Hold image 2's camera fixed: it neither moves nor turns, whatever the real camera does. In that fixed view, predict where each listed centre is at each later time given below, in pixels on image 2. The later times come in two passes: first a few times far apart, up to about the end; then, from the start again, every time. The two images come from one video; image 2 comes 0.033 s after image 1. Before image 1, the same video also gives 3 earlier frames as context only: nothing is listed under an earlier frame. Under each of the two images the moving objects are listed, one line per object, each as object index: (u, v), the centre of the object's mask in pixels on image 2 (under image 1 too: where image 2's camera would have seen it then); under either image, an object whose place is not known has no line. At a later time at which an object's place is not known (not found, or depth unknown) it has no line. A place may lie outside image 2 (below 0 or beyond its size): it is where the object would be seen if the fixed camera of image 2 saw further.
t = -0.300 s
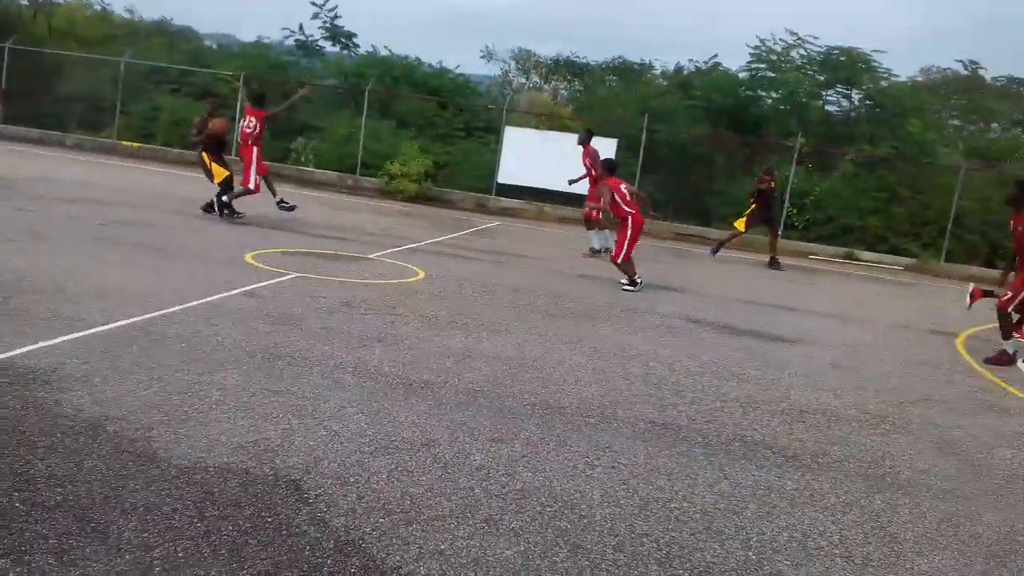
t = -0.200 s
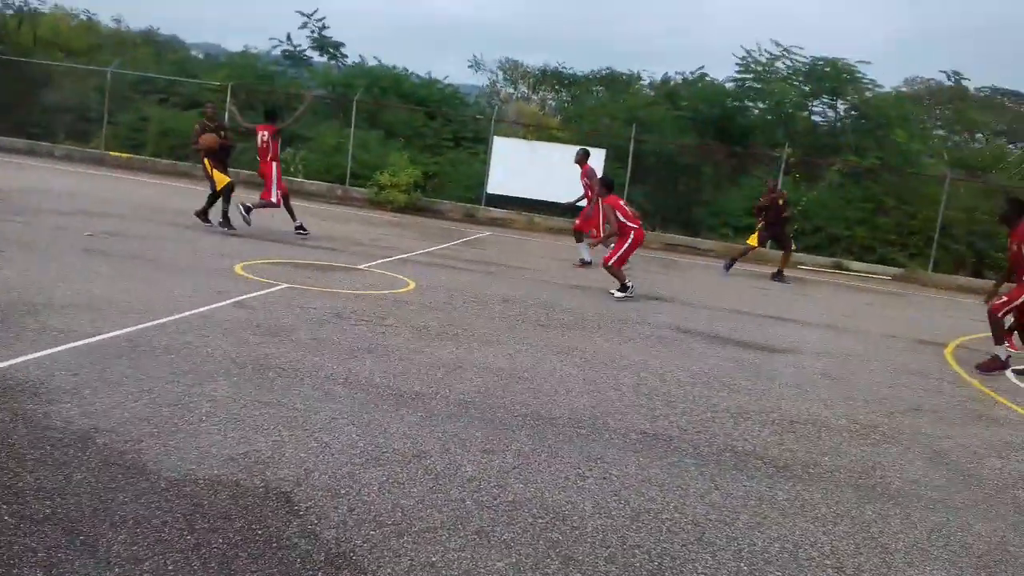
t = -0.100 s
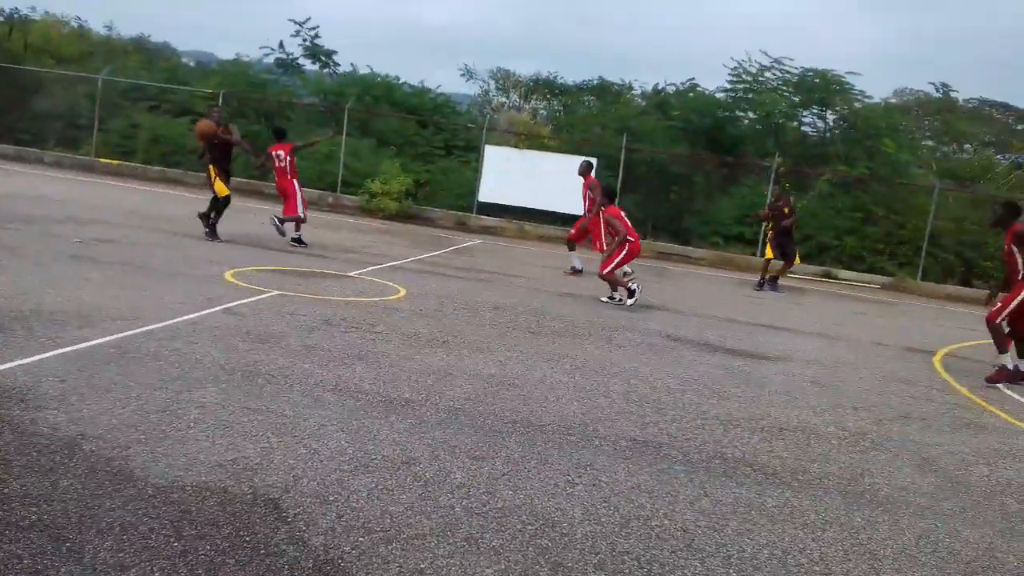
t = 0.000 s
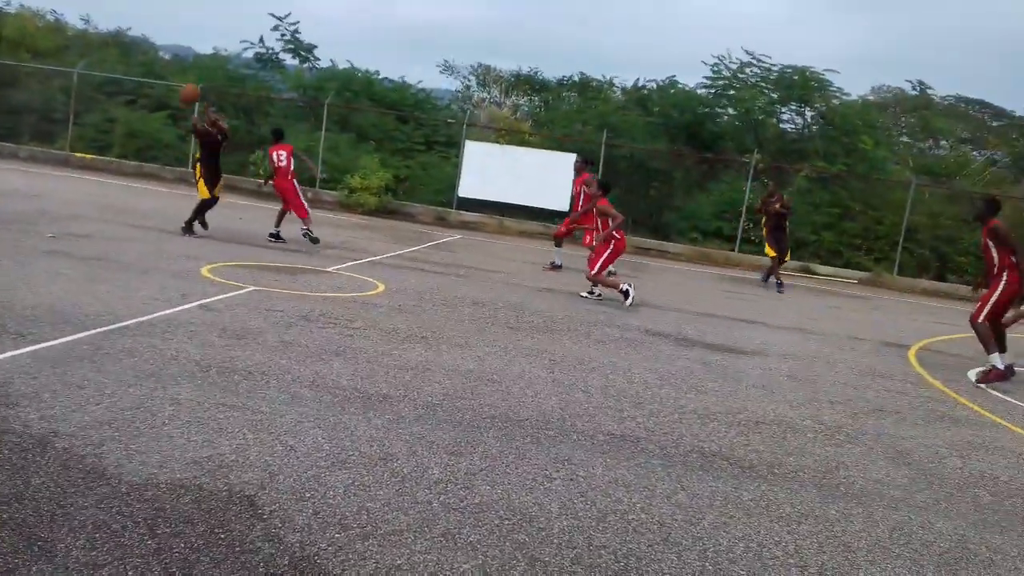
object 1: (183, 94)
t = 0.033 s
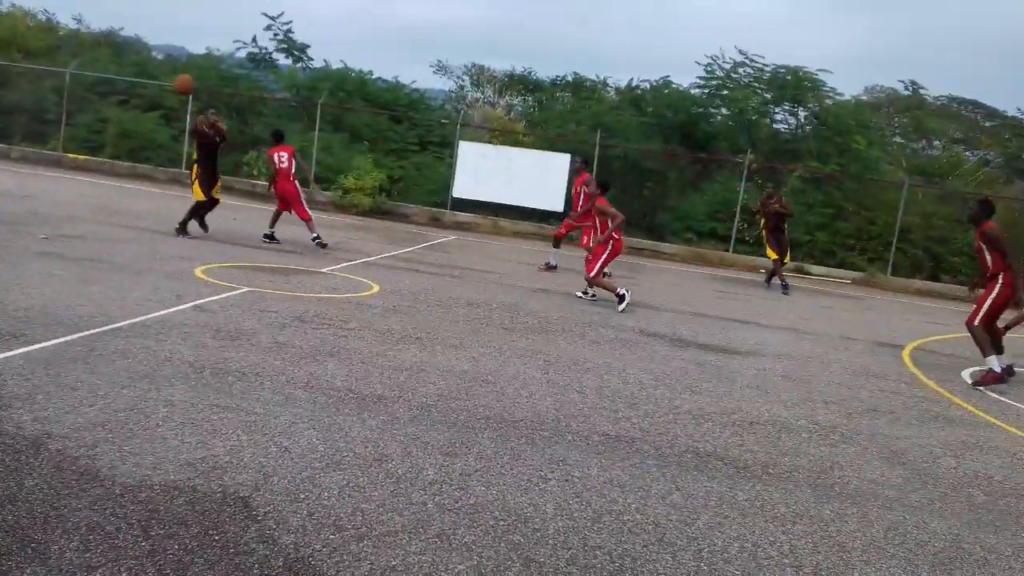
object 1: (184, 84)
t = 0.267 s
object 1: (198, 28)
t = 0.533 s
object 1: (210, 14)
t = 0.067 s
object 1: (186, 75)
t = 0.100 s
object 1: (189, 66)
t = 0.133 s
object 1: (190, 58)
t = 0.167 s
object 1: (192, 49)
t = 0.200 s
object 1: (194, 41)
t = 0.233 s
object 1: (196, 35)
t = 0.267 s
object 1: (198, 28)
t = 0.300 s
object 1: (200, 23)
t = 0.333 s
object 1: (201, 18)
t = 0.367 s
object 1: (203, 15)
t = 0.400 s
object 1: (205, 12)
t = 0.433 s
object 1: (205, 8)
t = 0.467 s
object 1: (207, 9)
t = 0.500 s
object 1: (208, 10)
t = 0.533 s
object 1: (210, 14)
